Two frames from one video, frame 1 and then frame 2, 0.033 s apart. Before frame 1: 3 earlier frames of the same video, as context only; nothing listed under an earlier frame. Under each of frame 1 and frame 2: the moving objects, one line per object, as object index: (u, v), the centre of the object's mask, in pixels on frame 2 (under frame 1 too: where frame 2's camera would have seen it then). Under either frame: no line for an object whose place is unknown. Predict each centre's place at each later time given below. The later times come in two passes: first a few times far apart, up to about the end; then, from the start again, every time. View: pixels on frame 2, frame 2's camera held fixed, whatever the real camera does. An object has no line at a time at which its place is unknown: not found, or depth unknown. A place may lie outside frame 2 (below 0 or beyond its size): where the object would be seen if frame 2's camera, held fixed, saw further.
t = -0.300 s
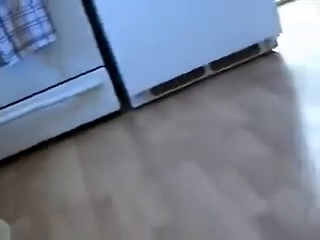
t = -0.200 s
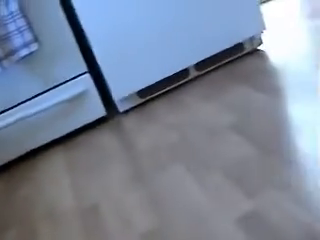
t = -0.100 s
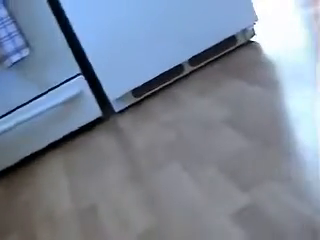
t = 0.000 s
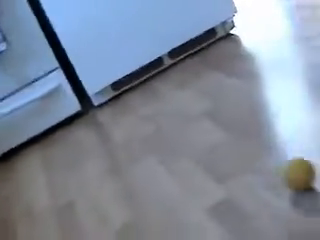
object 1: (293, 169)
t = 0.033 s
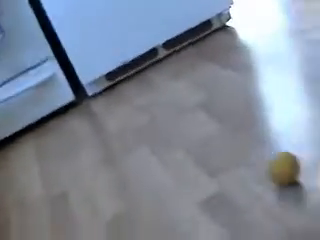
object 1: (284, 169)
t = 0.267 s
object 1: (241, 166)
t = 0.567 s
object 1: (194, 161)
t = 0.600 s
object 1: (190, 159)
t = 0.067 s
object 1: (277, 168)
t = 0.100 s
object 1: (272, 168)
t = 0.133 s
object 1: (265, 168)
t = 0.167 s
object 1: (258, 167)
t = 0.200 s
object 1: (251, 167)
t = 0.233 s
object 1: (246, 167)
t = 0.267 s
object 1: (241, 166)
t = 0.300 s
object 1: (234, 166)
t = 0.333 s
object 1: (229, 166)
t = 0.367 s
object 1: (223, 166)
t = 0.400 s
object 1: (219, 165)
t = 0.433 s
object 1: (213, 164)
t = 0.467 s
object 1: (208, 163)
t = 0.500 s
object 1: (203, 162)
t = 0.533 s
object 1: (199, 161)
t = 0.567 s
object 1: (194, 161)
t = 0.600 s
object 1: (190, 159)
